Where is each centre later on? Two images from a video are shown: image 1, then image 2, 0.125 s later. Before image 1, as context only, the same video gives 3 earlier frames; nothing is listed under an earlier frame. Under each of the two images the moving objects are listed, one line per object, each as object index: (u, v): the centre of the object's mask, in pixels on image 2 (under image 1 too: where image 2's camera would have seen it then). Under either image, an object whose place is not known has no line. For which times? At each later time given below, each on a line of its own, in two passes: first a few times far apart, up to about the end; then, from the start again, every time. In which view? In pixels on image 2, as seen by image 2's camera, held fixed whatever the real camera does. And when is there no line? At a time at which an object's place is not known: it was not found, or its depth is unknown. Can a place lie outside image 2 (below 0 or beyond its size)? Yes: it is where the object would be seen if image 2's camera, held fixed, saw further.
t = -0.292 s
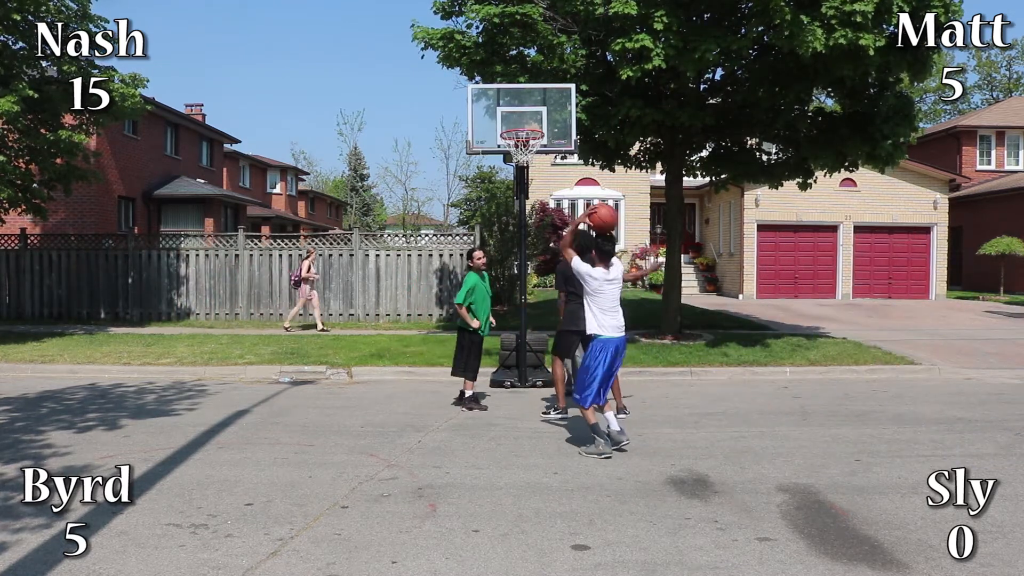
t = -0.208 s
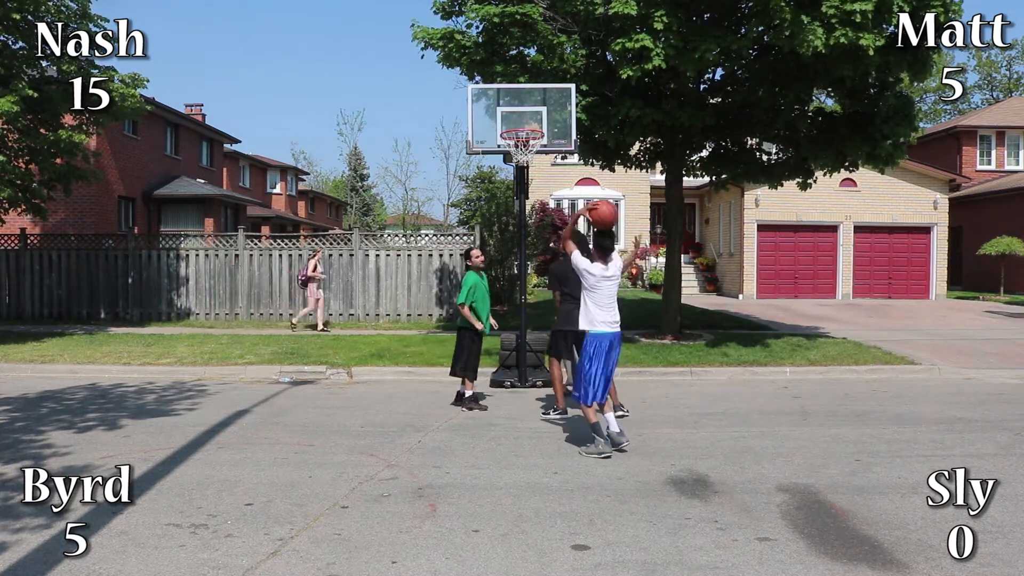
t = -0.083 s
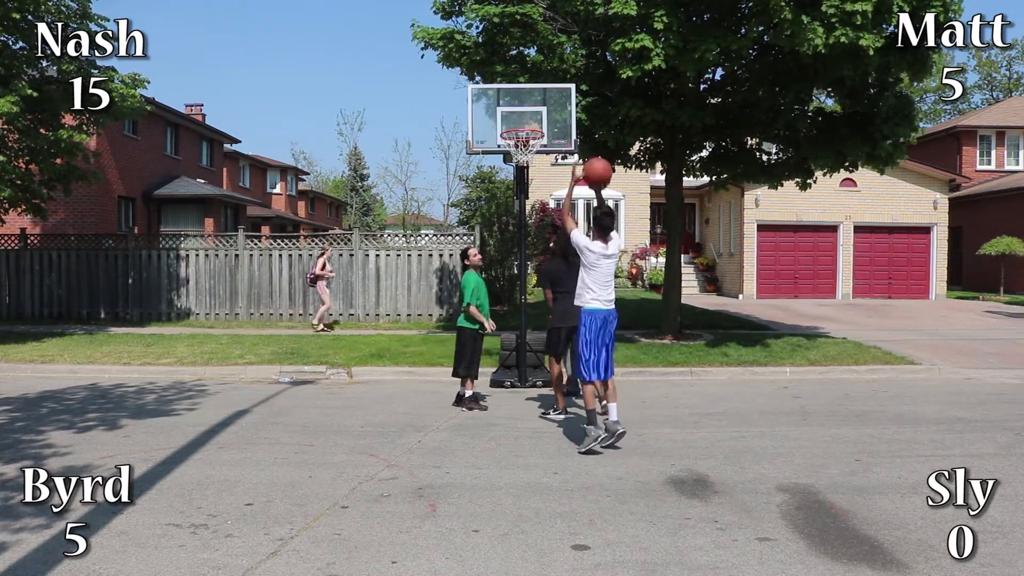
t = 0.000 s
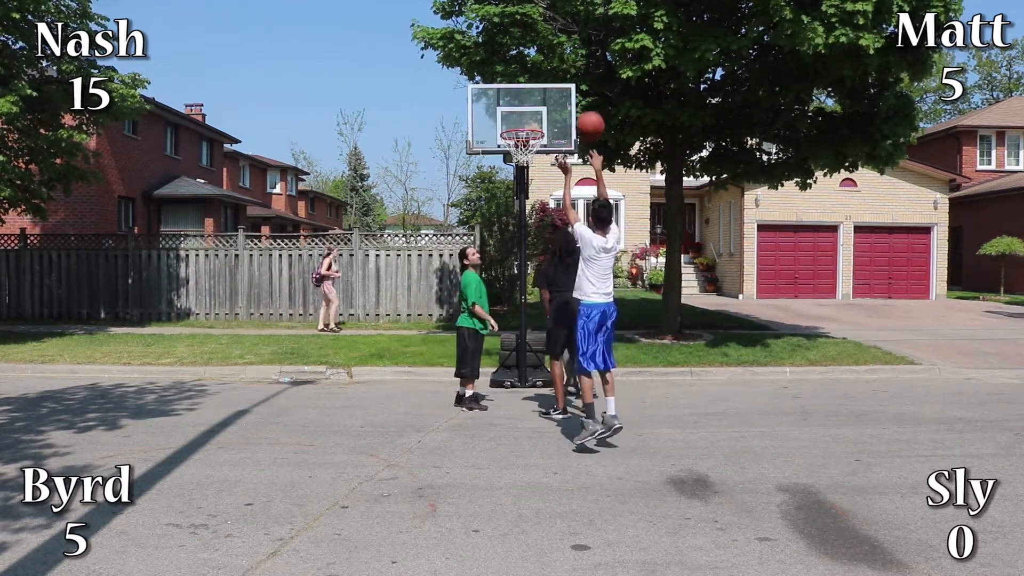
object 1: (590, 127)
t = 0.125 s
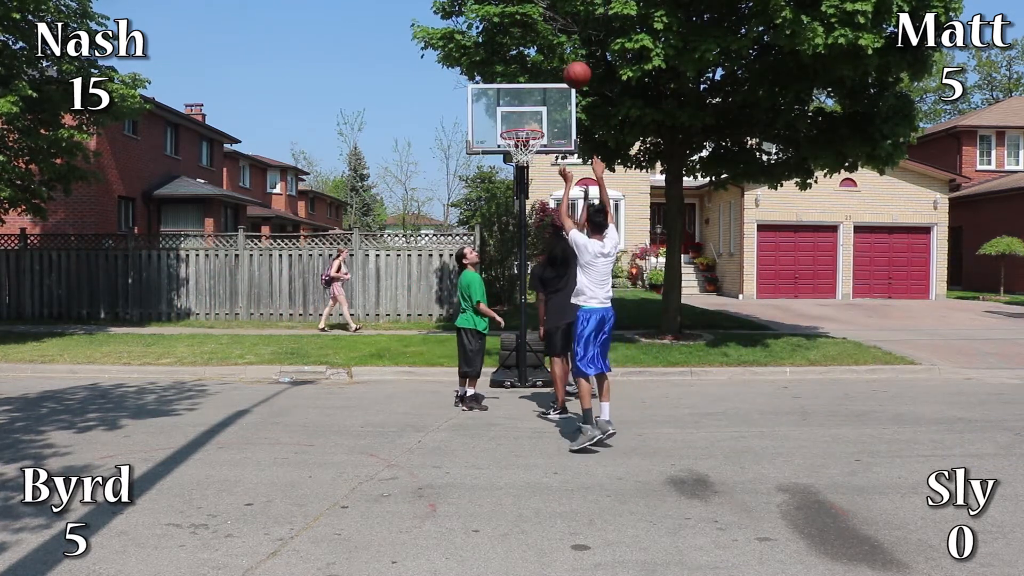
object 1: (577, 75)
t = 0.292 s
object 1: (562, 42)
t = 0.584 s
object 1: (539, 53)
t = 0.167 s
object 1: (573, 64)
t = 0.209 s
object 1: (570, 54)
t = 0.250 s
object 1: (566, 47)
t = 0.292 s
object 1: (562, 42)
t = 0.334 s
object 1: (558, 39)
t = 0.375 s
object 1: (555, 37)
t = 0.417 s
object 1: (552, 38)
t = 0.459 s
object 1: (548, 40)
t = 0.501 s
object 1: (545, 42)
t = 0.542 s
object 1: (543, 48)
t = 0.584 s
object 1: (539, 53)
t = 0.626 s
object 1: (536, 61)
